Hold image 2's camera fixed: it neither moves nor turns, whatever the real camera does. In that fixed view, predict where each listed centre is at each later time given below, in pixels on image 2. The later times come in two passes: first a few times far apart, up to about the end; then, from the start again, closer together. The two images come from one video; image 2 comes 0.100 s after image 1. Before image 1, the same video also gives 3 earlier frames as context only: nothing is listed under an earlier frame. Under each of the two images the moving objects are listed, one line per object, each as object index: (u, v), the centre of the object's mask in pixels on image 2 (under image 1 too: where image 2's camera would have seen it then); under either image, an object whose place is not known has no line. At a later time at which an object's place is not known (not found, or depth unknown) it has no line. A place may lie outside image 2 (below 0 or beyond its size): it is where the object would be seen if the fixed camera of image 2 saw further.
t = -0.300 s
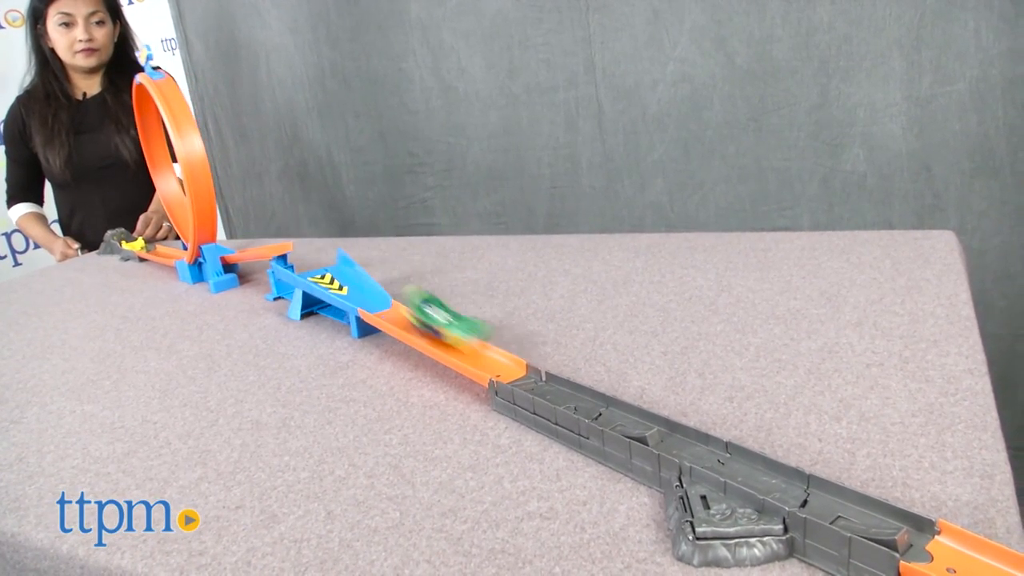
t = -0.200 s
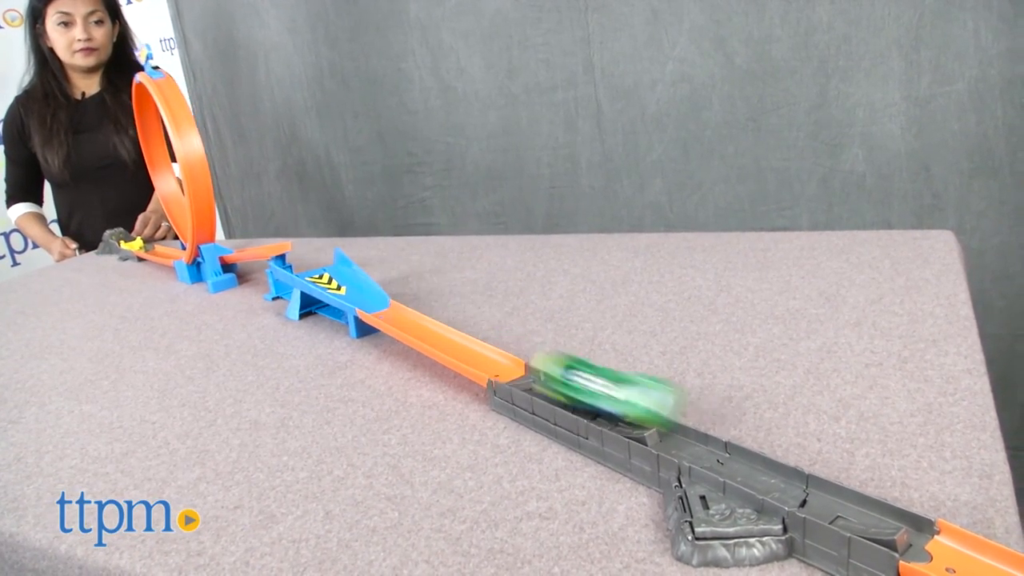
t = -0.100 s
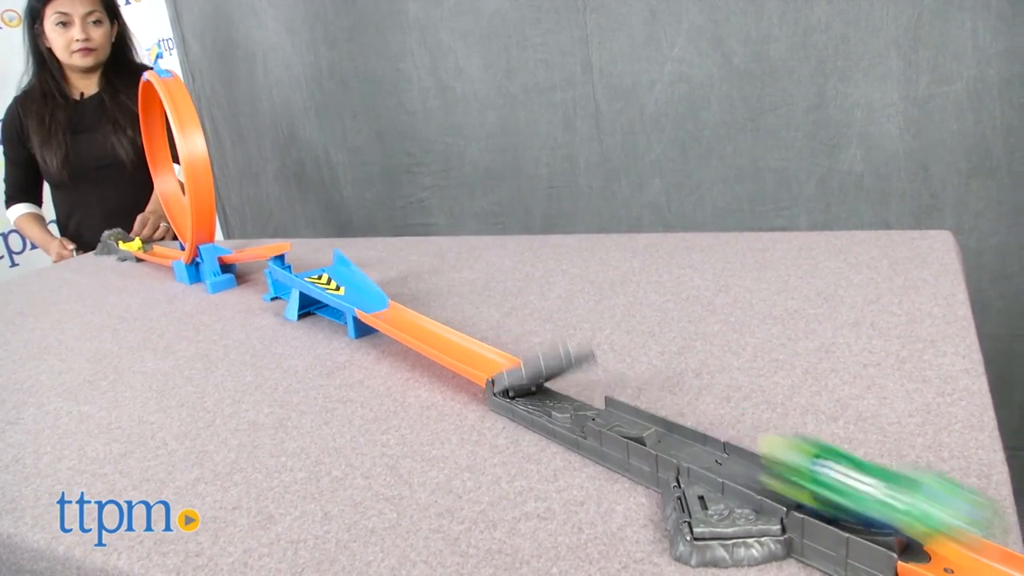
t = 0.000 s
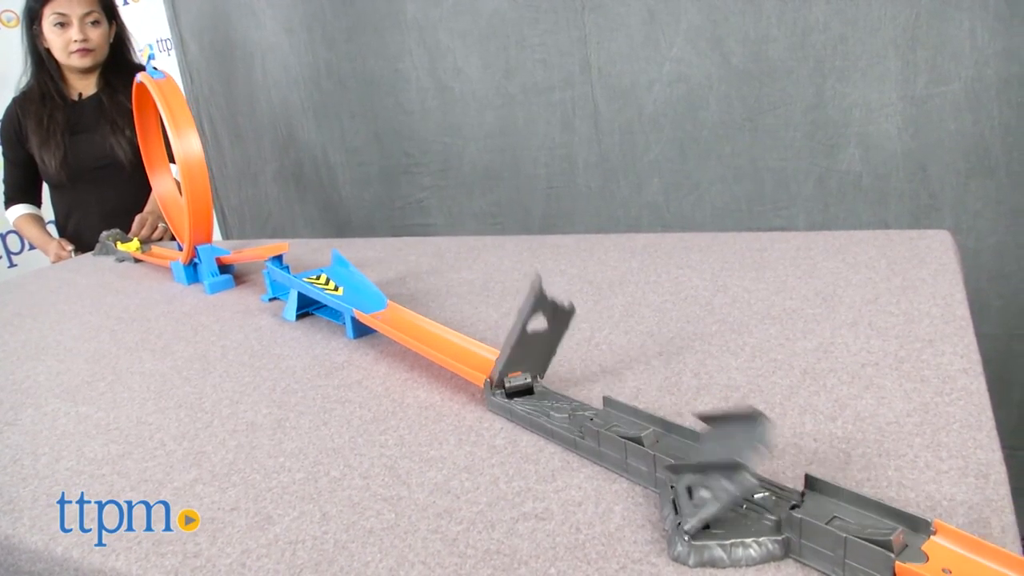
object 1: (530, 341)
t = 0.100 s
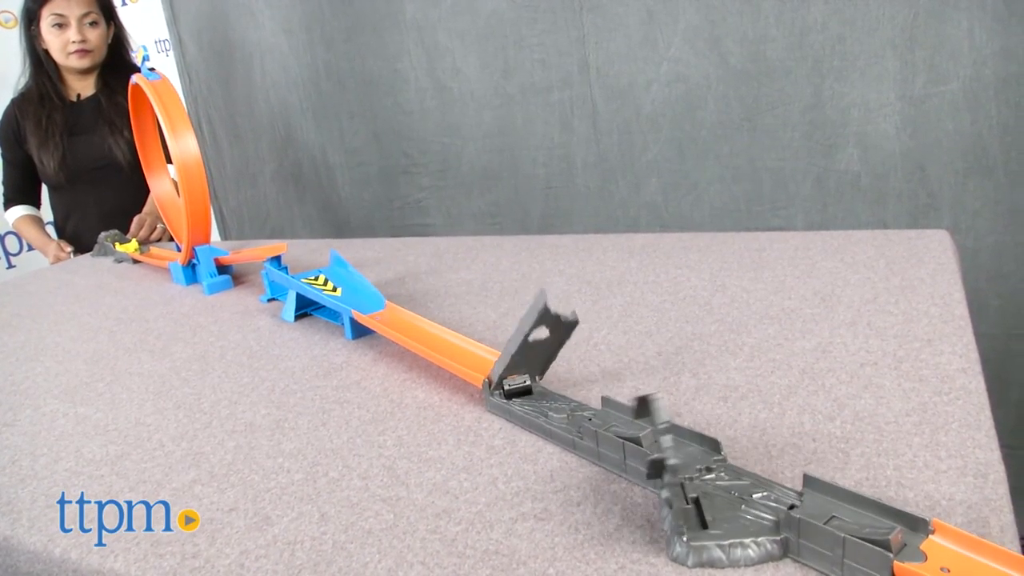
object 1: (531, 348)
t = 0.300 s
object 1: (527, 336)
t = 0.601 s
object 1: (528, 336)
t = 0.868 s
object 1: (527, 336)
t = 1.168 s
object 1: (527, 336)
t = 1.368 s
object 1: (527, 336)
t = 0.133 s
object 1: (530, 342)
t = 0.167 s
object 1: (527, 336)
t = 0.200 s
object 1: (529, 338)
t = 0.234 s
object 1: (529, 340)
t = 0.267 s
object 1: (529, 339)
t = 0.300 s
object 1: (527, 336)
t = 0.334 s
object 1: (528, 337)
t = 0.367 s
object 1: (528, 337)
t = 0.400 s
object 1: (527, 336)
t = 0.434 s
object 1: (528, 336)
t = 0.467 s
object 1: (527, 336)
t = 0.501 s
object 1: (527, 336)
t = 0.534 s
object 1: (528, 336)
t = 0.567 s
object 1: (528, 336)
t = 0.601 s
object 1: (528, 336)
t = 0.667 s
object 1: (527, 334)
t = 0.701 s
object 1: (528, 334)
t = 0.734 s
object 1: (528, 333)
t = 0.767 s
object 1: (528, 333)
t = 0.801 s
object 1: (527, 336)
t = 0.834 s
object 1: (527, 336)
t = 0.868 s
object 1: (527, 336)
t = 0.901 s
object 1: (527, 336)
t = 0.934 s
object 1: (527, 336)
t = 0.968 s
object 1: (527, 337)
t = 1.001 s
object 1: (527, 336)
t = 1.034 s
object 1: (527, 336)
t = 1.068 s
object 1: (527, 336)
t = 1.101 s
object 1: (527, 336)
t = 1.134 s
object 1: (527, 336)
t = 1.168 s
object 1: (527, 336)
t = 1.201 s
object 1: (527, 336)
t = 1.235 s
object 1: (527, 336)
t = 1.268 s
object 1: (527, 336)
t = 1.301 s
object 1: (528, 336)
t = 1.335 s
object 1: (527, 336)
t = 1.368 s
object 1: (527, 336)
